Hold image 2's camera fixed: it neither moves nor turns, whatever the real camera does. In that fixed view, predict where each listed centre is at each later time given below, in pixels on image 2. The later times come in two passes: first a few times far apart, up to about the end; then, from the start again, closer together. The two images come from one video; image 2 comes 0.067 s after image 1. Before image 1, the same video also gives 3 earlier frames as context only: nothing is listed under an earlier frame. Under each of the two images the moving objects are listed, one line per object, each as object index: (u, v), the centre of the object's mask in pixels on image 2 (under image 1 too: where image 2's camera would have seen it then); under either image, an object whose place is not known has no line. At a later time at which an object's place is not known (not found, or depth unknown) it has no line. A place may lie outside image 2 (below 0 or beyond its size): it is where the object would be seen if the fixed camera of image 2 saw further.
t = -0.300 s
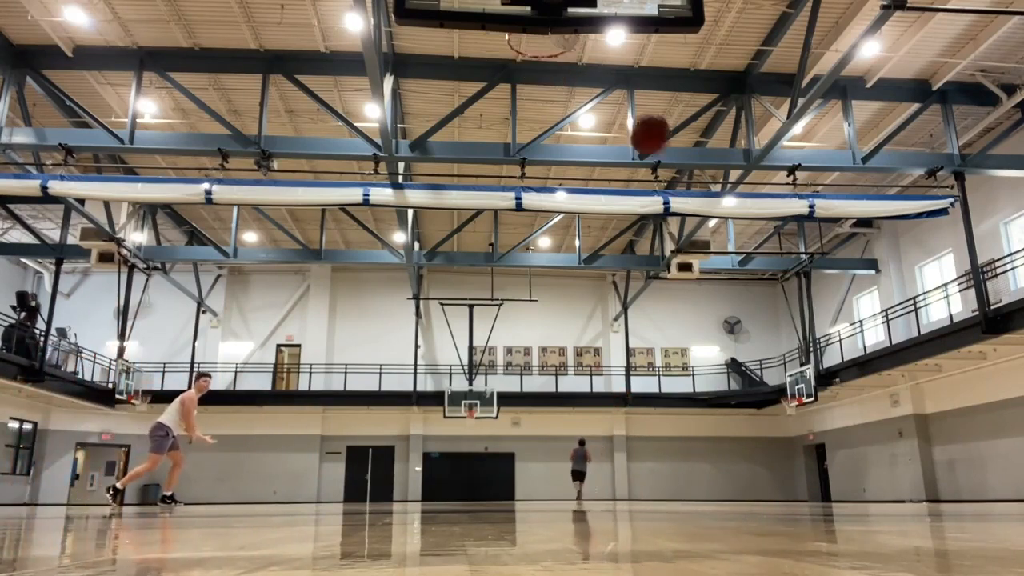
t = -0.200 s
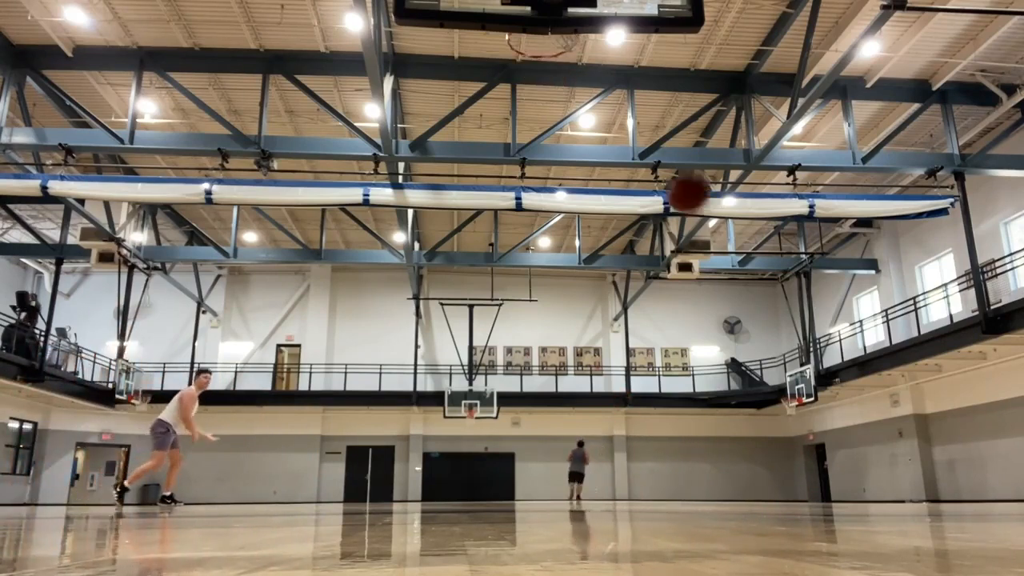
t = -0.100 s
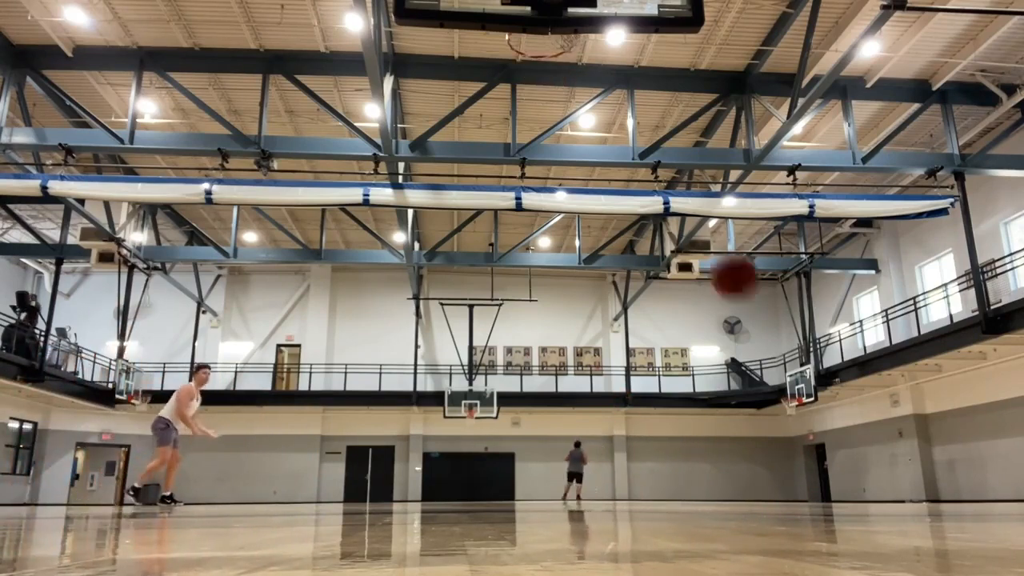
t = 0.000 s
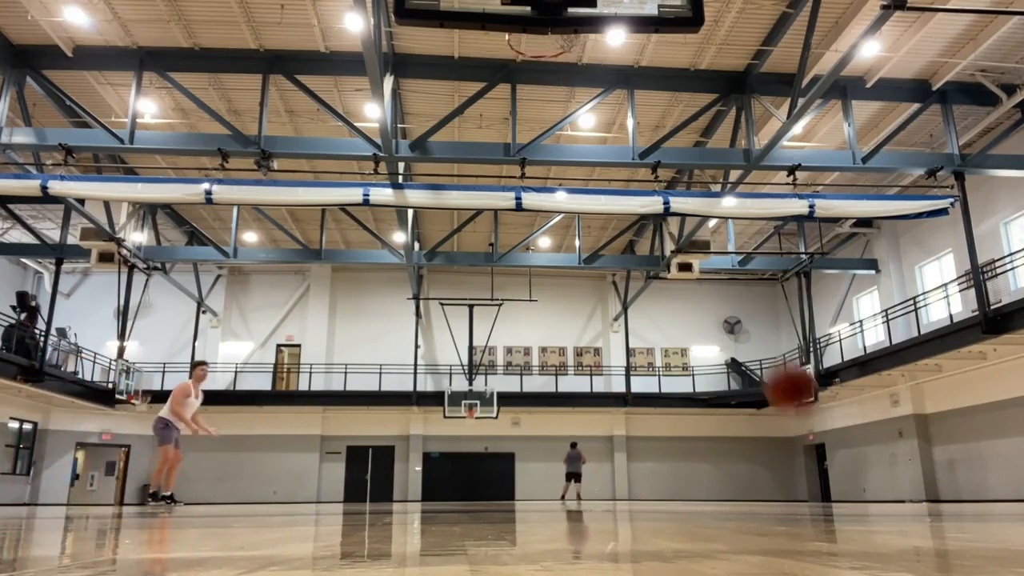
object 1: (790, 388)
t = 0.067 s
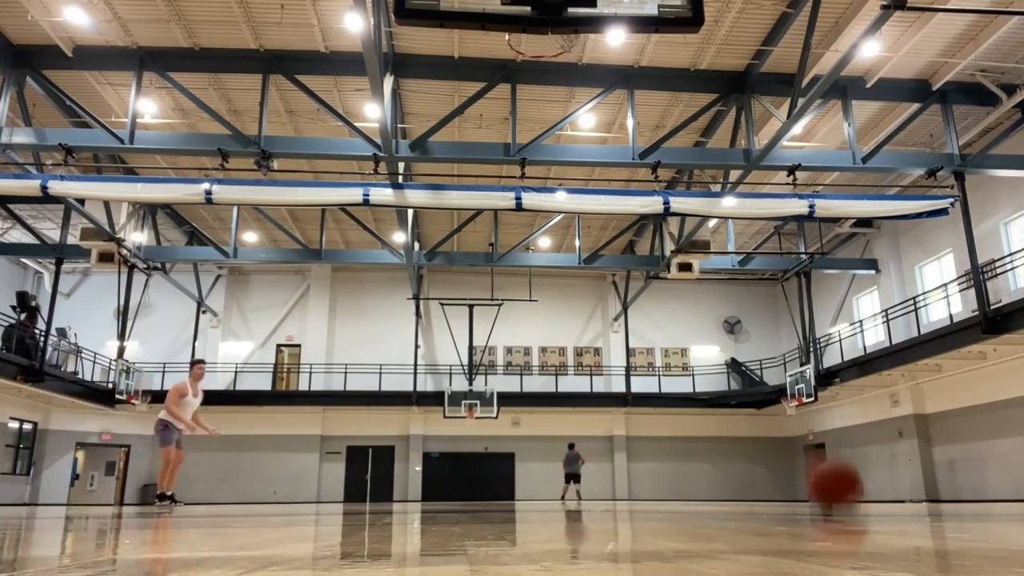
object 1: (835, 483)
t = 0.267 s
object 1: (793, 297)
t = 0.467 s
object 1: (762, 200)
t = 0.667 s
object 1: (740, 182)
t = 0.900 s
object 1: (721, 249)
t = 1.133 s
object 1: (712, 417)
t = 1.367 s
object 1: (696, 372)
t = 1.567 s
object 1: (685, 306)
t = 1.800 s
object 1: (679, 327)
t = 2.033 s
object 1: (678, 452)
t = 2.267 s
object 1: (667, 391)
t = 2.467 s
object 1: (660, 367)
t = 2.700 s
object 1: (658, 438)
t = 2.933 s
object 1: (652, 422)
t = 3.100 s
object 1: (649, 407)
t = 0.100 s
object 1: (831, 459)
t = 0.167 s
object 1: (814, 384)
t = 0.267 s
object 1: (793, 297)
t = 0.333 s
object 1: (782, 256)
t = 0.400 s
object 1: (771, 224)
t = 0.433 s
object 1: (767, 211)
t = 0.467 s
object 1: (762, 200)
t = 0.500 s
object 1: (758, 192)
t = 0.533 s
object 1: (754, 186)
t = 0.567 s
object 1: (750, 182)
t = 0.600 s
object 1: (746, 180)
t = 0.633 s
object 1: (743, 180)
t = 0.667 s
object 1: (740, 182)
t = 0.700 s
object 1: (737, 186)
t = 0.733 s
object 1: (734, 192)
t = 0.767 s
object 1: (731, 199)
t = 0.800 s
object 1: (728, 209)
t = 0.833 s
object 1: (726, 221)
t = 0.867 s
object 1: (724, 234)
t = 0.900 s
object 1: (721, 249)
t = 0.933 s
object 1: (720, 266)
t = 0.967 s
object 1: (718, 286)
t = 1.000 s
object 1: (716, 307)
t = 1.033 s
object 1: (716, 329)
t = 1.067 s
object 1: (714, 356)
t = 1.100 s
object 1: (714, 388)
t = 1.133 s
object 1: (712, 417)
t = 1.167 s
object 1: (712, 452)
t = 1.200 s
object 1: (711, 486)
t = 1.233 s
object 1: (708, 464)
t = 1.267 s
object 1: (705, 436)
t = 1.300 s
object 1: (702, 412)
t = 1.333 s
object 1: (700, 391)
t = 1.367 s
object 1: (696, 372)
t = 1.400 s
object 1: (694, 354)
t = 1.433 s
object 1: (692, 340)
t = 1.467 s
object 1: (690, 328)
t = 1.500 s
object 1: (689, 319)
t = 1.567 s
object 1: (685, 306)
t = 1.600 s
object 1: (684, 304)
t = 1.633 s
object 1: (683, 303)
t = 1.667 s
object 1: (682, 303)
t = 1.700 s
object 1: (681, 306)
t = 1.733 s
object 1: (680, 311)
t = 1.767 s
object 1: (679, 318)
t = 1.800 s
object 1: (679, 327)
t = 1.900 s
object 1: (677, 366)
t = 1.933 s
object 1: (677, 386)
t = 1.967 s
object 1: (678, 405)
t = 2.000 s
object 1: (678, 427)
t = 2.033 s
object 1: (678, 452)
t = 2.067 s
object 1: (679, 481)
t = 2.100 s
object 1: (677, 474)
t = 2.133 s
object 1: (675, 451)
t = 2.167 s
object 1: (673, 432)
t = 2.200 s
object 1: (671, 416)
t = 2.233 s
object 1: (669, 402)
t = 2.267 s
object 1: (667, 391)
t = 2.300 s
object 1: (666, 382)
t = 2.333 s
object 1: (665, 374)
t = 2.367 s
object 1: (663, 369)
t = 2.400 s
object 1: (662, 366)
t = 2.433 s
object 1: (661, 366)
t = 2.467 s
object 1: (660, 367)
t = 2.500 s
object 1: (660, 371)
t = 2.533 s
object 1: (659, 377)
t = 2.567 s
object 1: (659, 385)
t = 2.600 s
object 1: (658, 395)
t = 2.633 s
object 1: (658, 407)
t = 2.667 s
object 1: (658, 420)
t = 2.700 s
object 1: (658, 438)
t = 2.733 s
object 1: (658, 458)
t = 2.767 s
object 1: (658, 479)
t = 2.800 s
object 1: (657, 477)
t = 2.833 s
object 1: (656, 460)
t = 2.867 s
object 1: (654, 445)
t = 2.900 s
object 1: (653, 432)
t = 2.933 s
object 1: (652, 422)
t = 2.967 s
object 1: (651, 414)
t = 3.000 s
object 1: (650, 410)
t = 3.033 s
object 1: (650, 407)
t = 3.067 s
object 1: (649, 406)
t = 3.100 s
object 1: (649, 407)
